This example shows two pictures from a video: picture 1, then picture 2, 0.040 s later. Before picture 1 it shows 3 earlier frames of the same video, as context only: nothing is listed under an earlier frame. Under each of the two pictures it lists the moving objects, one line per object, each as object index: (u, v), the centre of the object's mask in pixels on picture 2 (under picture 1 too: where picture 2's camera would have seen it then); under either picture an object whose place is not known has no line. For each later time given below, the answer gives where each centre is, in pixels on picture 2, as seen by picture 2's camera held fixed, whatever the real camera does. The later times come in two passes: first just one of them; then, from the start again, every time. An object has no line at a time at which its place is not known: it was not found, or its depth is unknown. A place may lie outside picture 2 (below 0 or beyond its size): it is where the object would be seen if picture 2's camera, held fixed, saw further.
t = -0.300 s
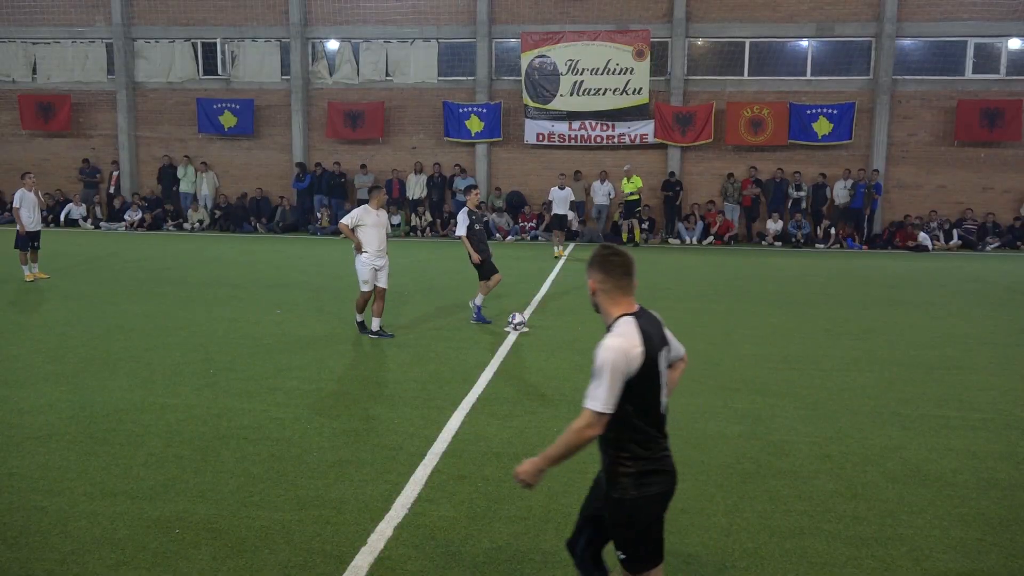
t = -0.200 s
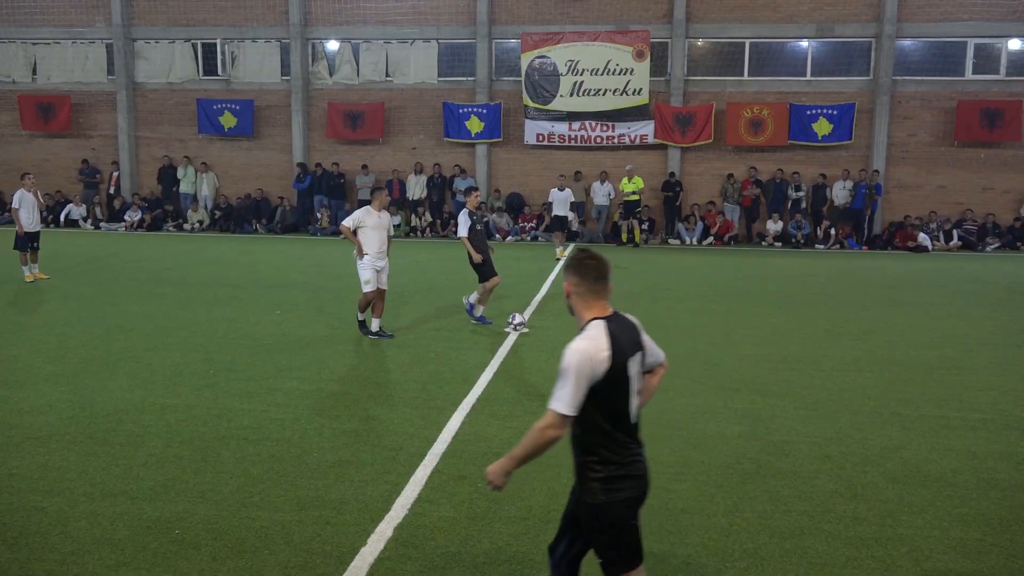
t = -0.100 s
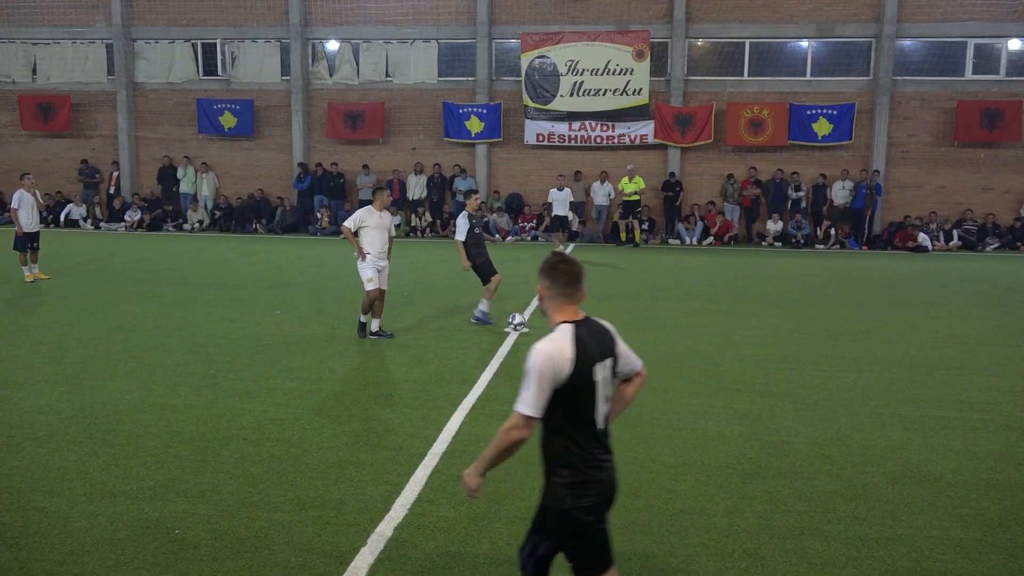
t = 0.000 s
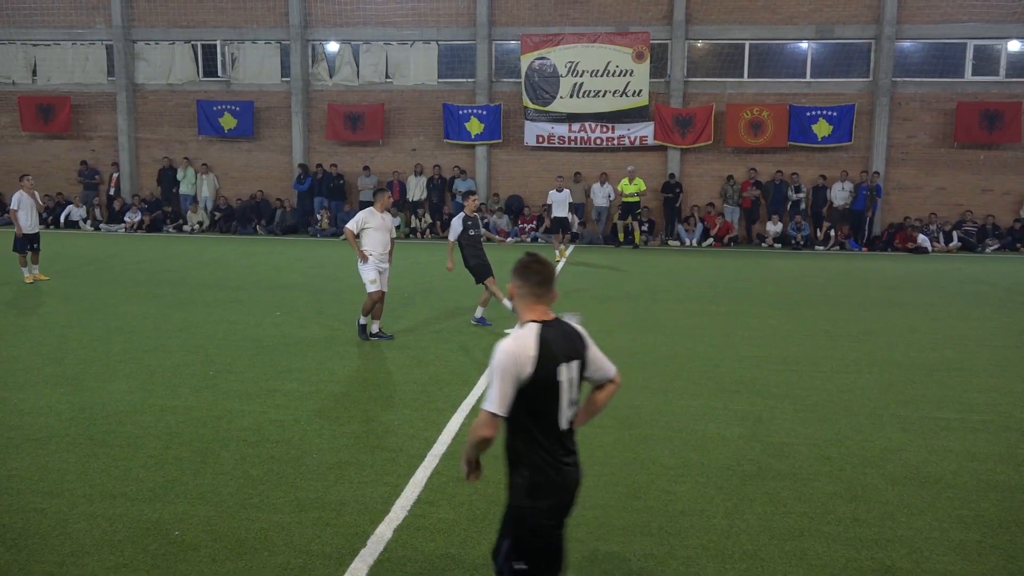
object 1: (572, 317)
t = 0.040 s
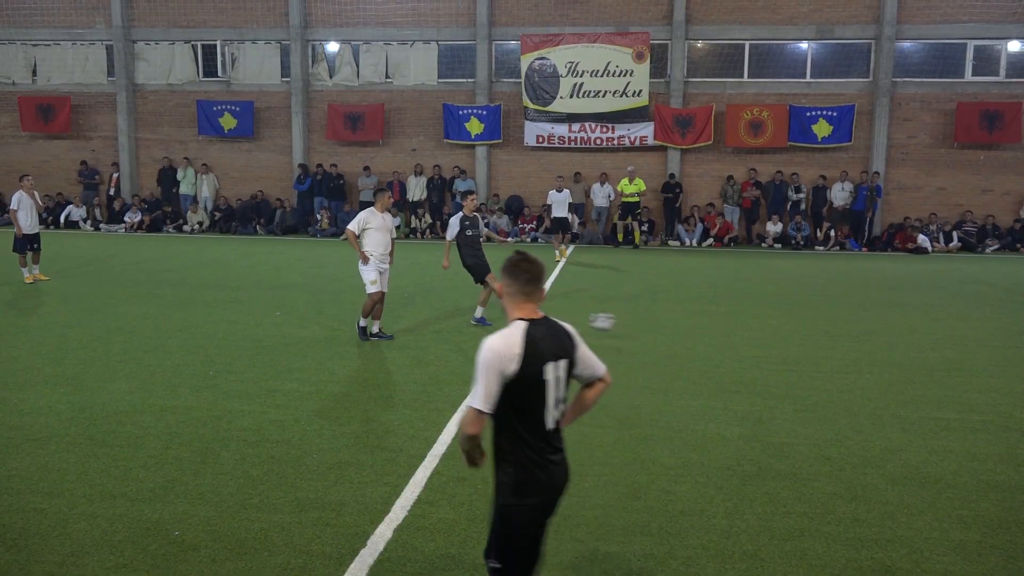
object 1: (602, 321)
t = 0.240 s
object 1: (788, 347)
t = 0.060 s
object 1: (619, 322)
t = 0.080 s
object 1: (637, 323)
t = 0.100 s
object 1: (655, 325)
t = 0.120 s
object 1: (674, 327)
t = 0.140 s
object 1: (691, 329)
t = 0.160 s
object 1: (711, 332)
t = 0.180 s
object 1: (730, 335)
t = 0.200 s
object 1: (749, 339)
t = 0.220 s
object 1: (769, 343)
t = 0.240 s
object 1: (788, 347)
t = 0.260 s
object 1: (807, 352)
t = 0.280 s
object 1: (828, 357)
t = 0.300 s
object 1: (844, 357)
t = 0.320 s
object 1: (861, 356)
